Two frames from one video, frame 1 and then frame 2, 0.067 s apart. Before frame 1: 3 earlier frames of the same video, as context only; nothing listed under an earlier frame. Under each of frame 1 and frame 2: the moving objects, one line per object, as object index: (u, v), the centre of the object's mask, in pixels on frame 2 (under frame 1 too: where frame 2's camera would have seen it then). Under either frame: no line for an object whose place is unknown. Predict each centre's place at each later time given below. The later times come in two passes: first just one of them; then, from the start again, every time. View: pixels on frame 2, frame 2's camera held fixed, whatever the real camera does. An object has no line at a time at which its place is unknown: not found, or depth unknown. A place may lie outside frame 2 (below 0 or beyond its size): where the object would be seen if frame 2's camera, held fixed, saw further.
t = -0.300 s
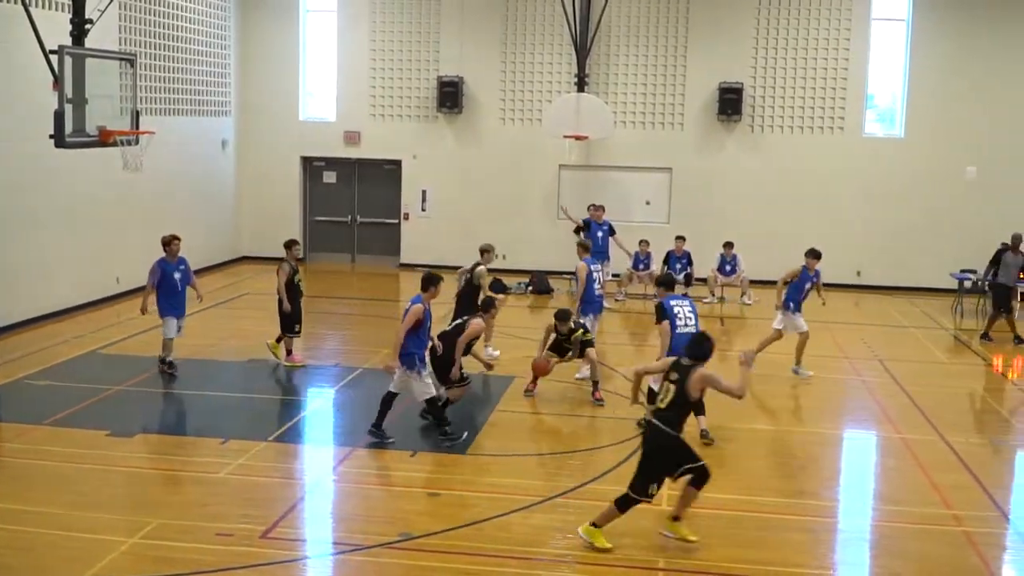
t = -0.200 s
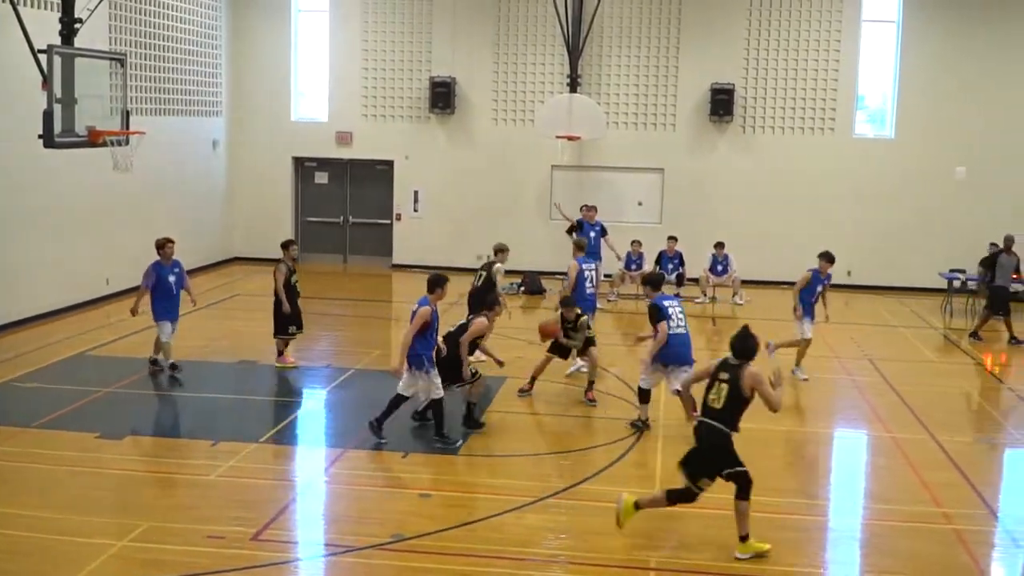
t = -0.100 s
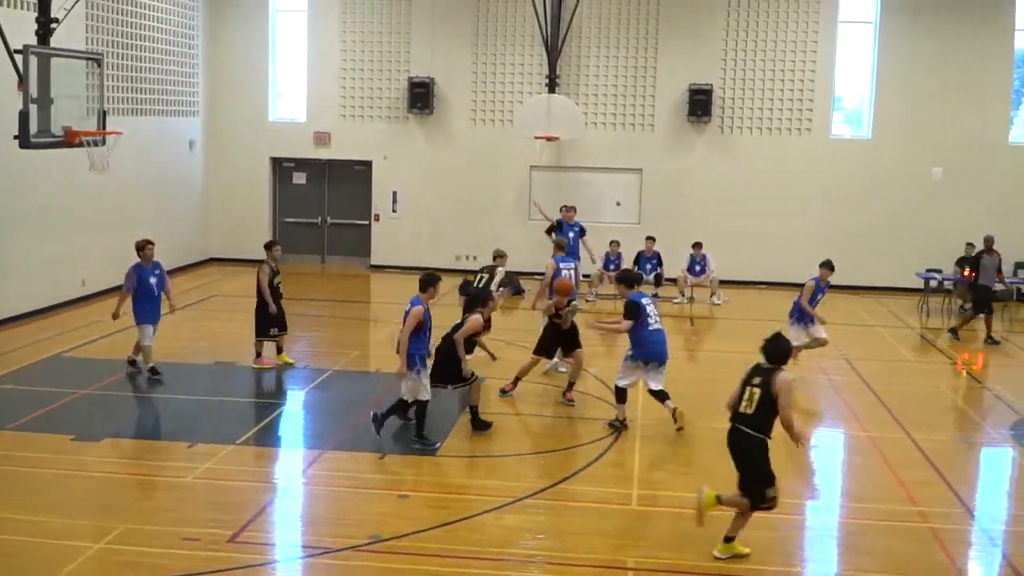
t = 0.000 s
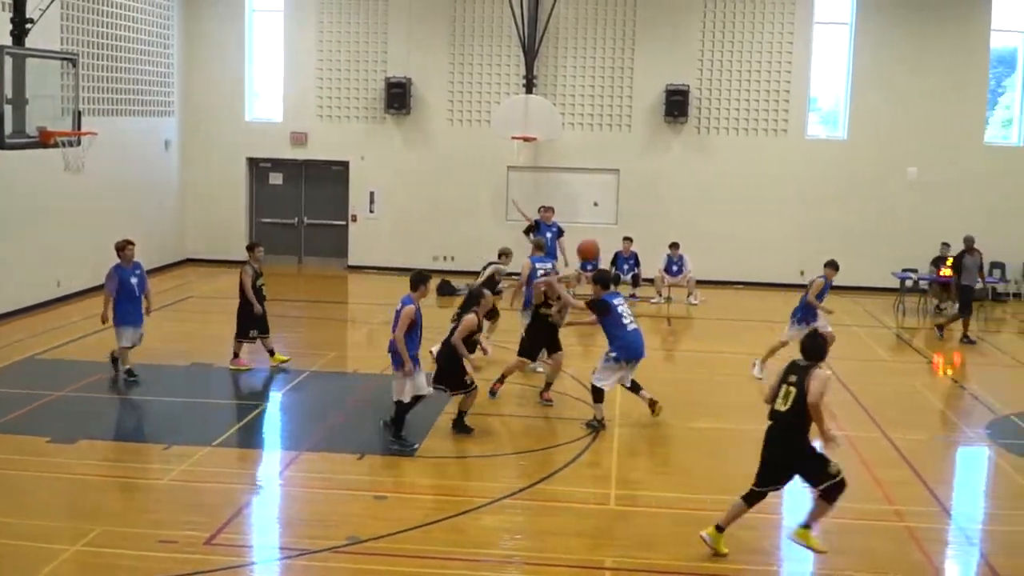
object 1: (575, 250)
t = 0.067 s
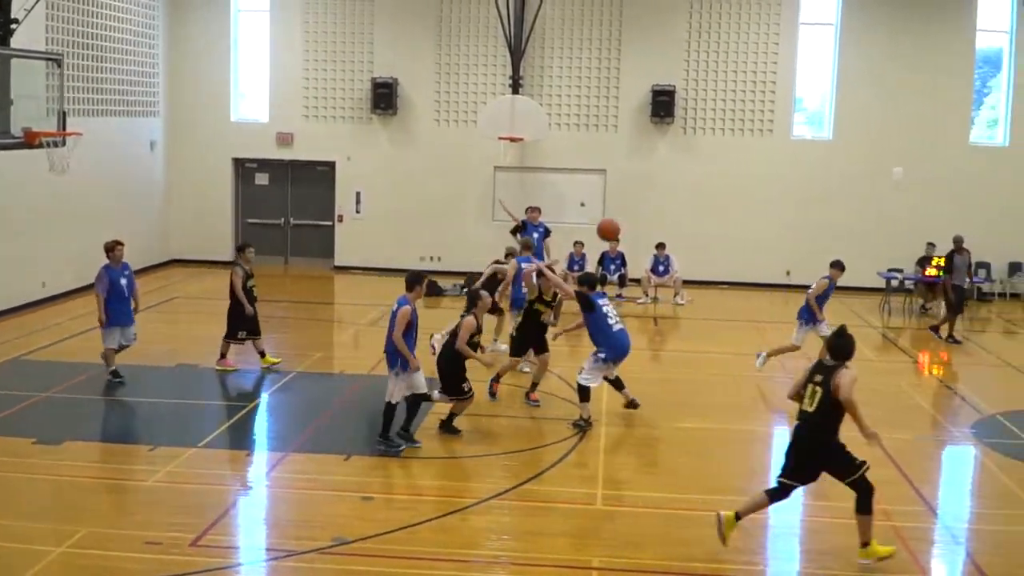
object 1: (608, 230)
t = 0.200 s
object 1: (678, 197)
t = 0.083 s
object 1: (617, 225)
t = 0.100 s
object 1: (625, 220)
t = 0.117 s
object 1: (634, 216)
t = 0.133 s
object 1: (642, 212)
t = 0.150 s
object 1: (651, 208)
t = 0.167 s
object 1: (660, 204)
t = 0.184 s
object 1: (669, 201)
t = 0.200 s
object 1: (678, 197)
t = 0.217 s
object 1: (687, 194)
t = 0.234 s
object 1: (696, 192)
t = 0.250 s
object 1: (705, 189)
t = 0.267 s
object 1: (715, 187)
